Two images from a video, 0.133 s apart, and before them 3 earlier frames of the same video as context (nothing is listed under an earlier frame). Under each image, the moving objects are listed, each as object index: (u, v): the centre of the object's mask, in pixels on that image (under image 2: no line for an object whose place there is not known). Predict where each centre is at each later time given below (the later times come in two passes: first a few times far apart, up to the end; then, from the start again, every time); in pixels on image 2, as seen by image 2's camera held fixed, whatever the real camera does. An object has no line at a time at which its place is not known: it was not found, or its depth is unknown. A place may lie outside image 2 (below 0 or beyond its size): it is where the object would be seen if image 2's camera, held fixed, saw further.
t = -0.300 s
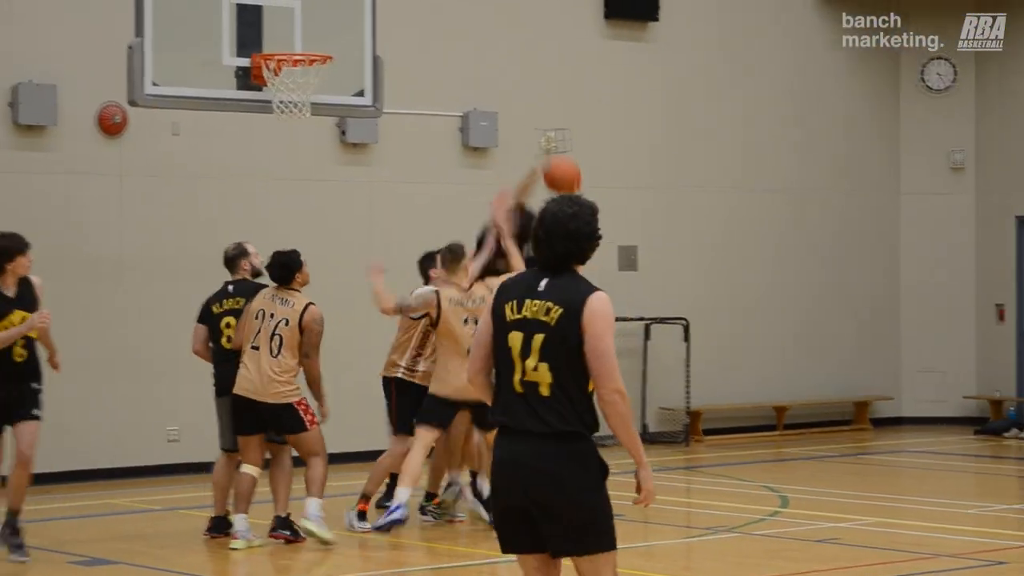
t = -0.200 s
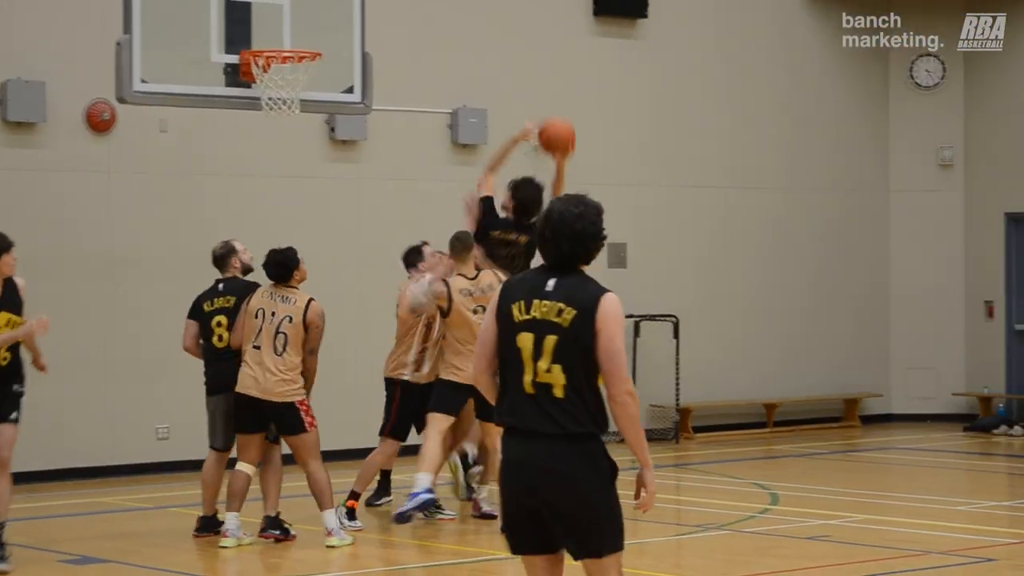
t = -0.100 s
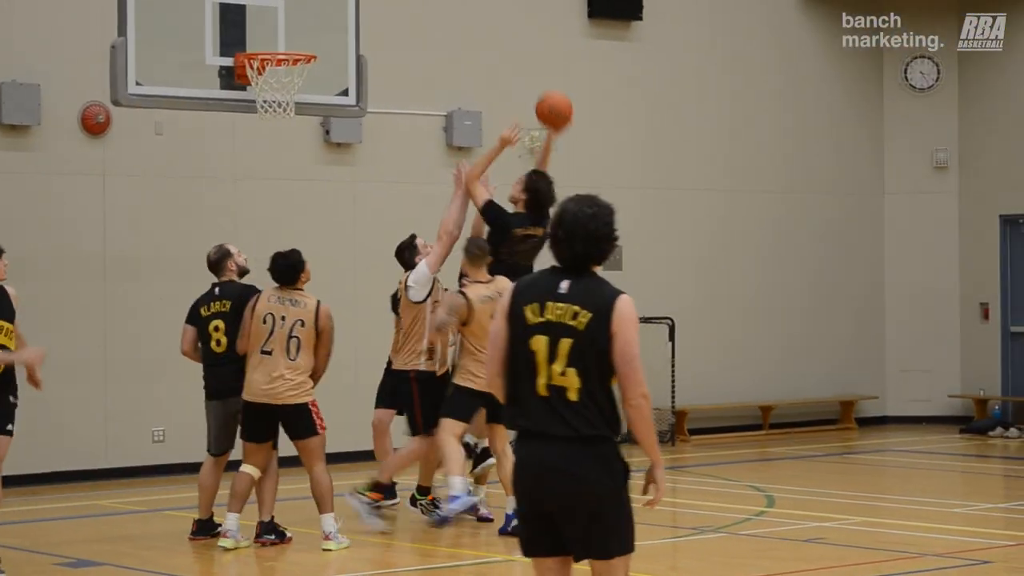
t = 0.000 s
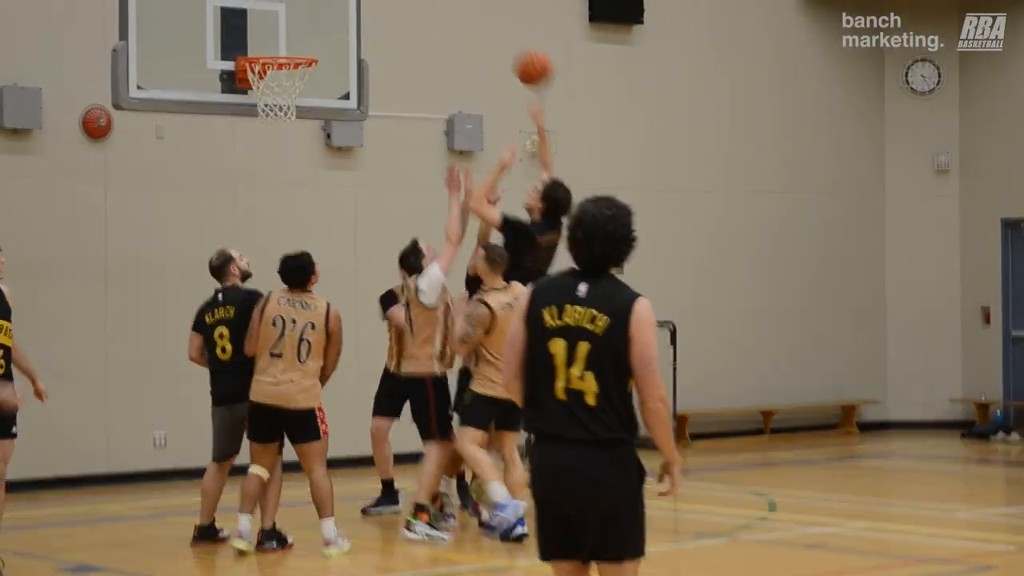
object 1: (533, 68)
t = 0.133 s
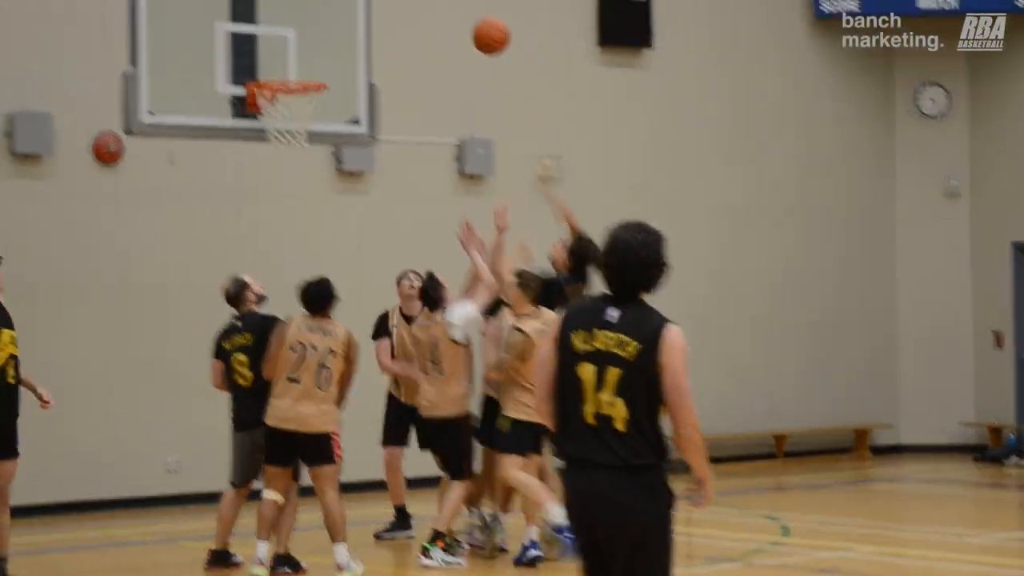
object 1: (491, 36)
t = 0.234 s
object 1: (453, 11)
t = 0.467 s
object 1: (361, 11)
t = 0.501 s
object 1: (347, 17)
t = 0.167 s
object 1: (478, 26)
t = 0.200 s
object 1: (465, 18)
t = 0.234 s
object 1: (453, 11)
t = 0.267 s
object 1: (439, 6)
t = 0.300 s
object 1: (426, 2)
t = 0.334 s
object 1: (413, 1)
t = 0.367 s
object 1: (399, 1)
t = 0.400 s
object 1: (387, 2)
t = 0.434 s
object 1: (374, 6)
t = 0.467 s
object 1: (361, 11)
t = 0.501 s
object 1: (347, 17)
